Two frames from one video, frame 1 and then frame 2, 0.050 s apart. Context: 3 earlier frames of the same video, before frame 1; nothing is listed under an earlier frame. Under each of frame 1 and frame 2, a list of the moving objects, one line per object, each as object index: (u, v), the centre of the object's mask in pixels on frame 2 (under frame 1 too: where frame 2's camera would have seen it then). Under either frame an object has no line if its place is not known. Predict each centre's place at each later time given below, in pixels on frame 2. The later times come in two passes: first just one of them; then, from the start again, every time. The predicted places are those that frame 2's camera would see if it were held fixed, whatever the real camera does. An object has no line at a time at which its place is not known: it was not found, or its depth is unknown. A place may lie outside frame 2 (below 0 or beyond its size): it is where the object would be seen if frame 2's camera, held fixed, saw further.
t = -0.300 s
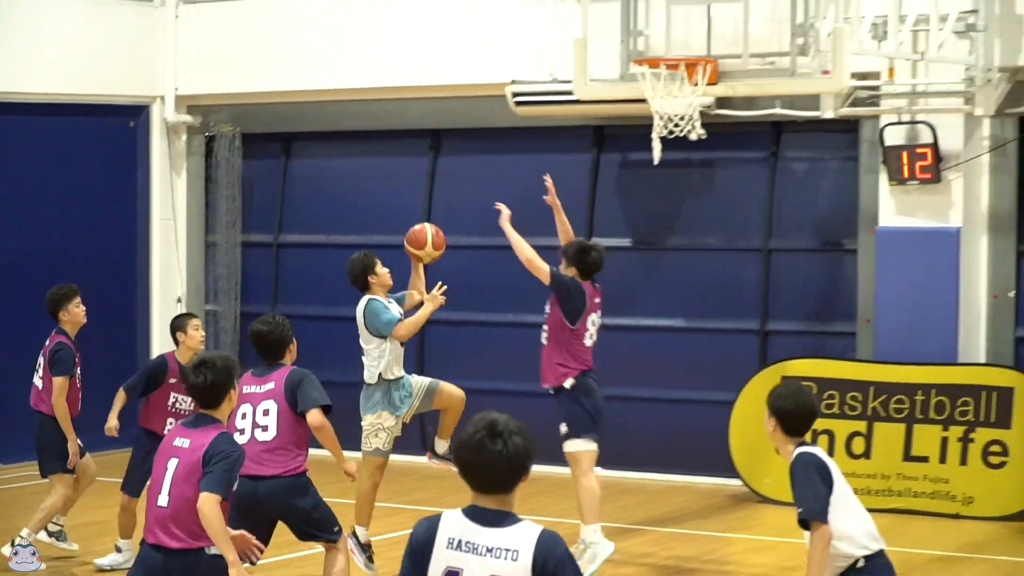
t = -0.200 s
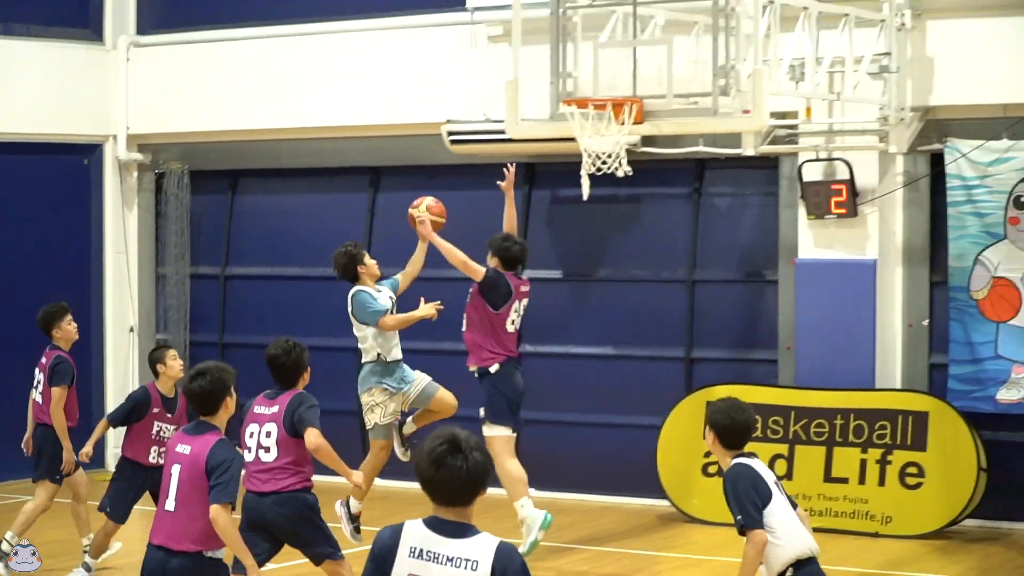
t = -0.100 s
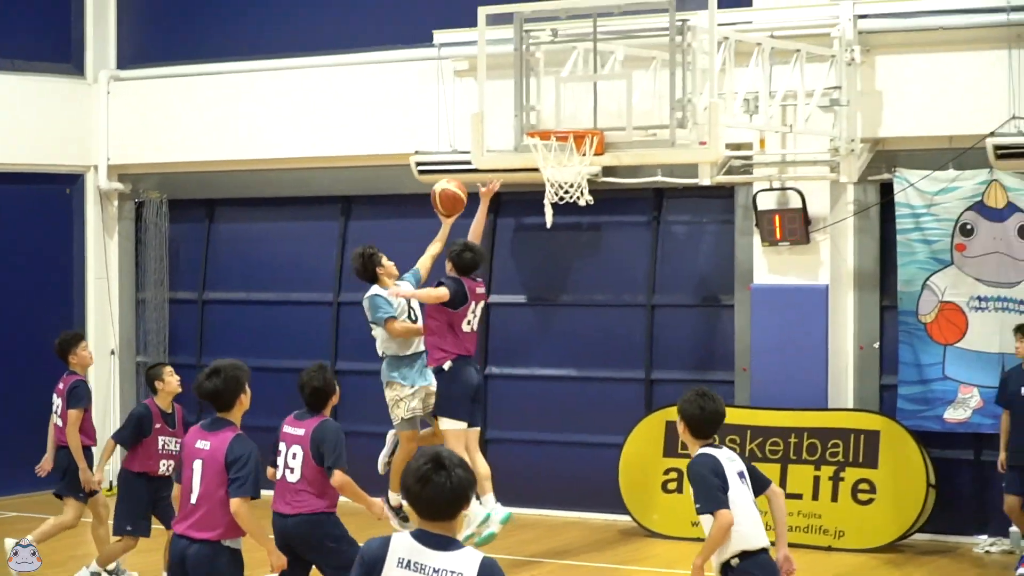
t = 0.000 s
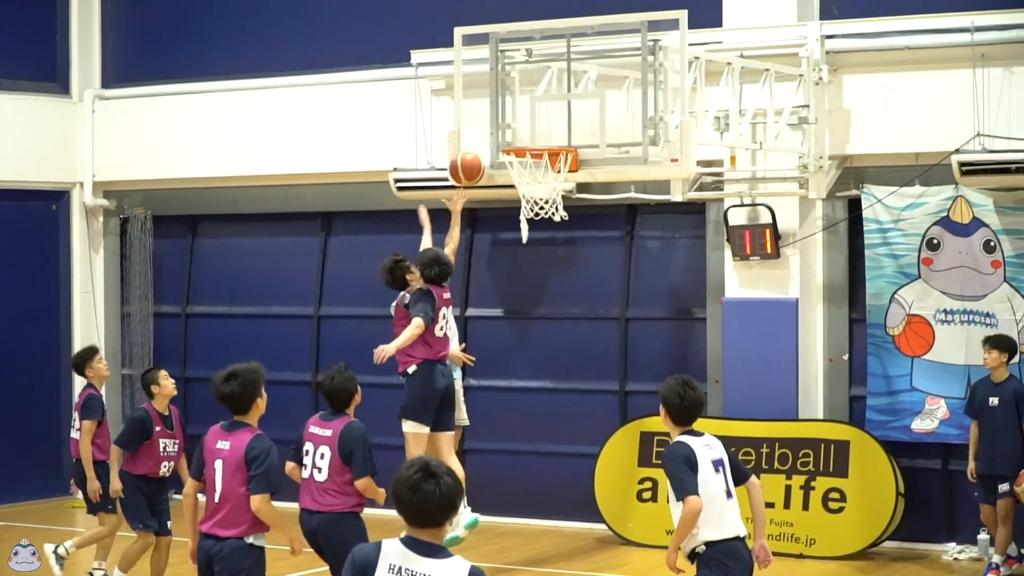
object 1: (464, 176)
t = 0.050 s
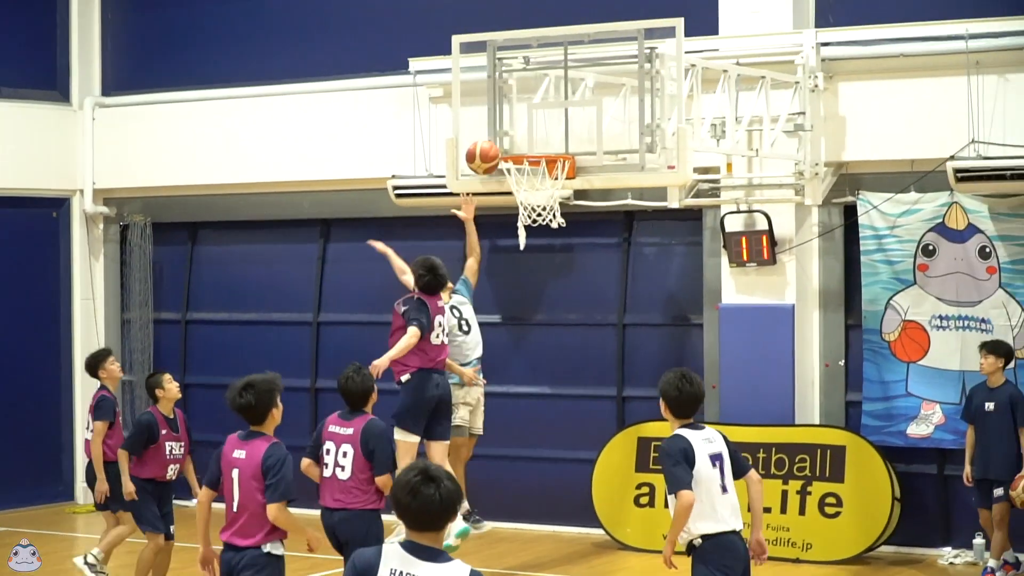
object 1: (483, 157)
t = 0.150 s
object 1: (501, 131)
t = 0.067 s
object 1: (489, 151)
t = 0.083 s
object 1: (495, 146)
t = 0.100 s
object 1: (498, 142)
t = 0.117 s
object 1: (499, 138)
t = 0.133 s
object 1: (500, 135)
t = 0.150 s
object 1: (501, 131)
